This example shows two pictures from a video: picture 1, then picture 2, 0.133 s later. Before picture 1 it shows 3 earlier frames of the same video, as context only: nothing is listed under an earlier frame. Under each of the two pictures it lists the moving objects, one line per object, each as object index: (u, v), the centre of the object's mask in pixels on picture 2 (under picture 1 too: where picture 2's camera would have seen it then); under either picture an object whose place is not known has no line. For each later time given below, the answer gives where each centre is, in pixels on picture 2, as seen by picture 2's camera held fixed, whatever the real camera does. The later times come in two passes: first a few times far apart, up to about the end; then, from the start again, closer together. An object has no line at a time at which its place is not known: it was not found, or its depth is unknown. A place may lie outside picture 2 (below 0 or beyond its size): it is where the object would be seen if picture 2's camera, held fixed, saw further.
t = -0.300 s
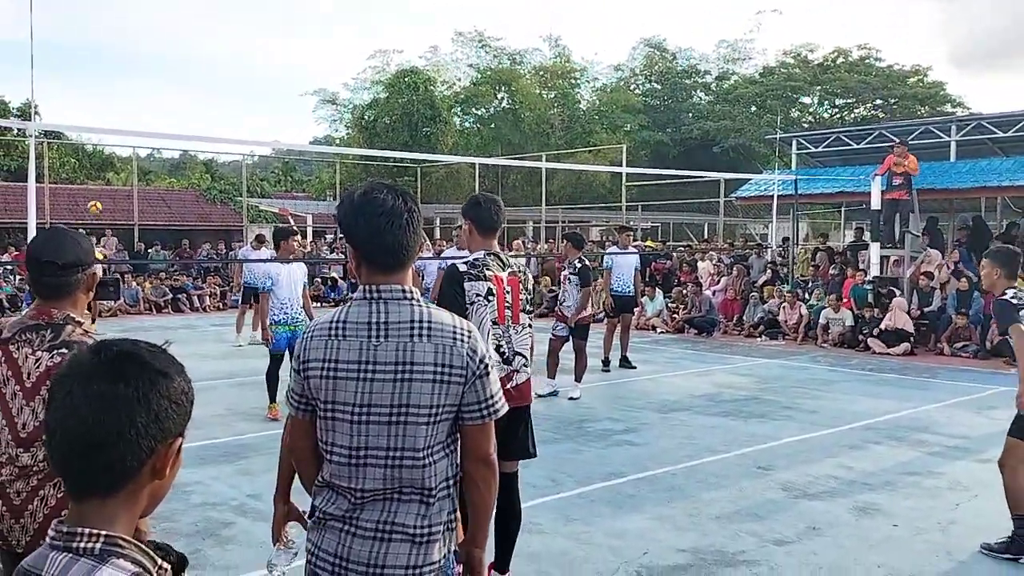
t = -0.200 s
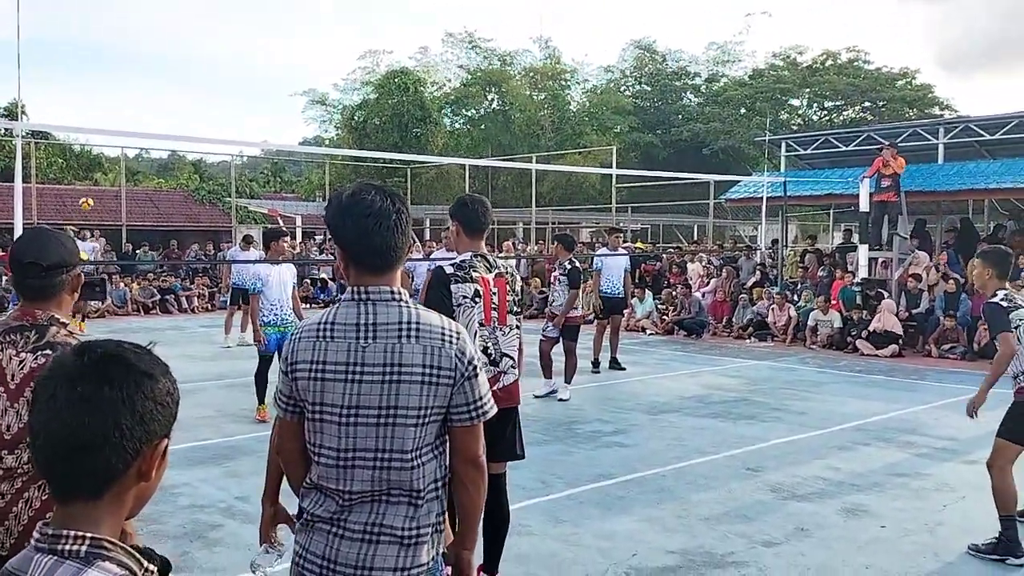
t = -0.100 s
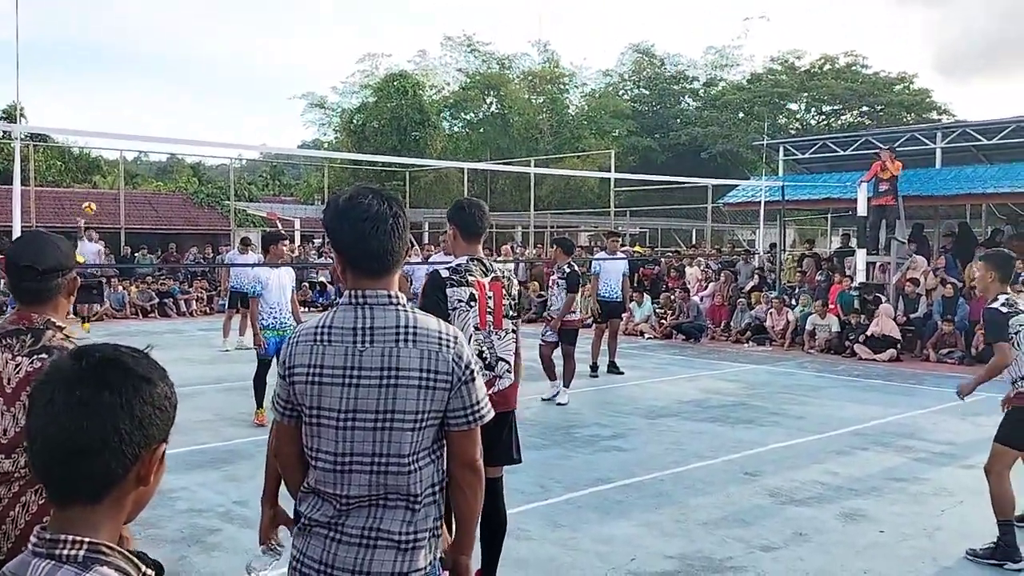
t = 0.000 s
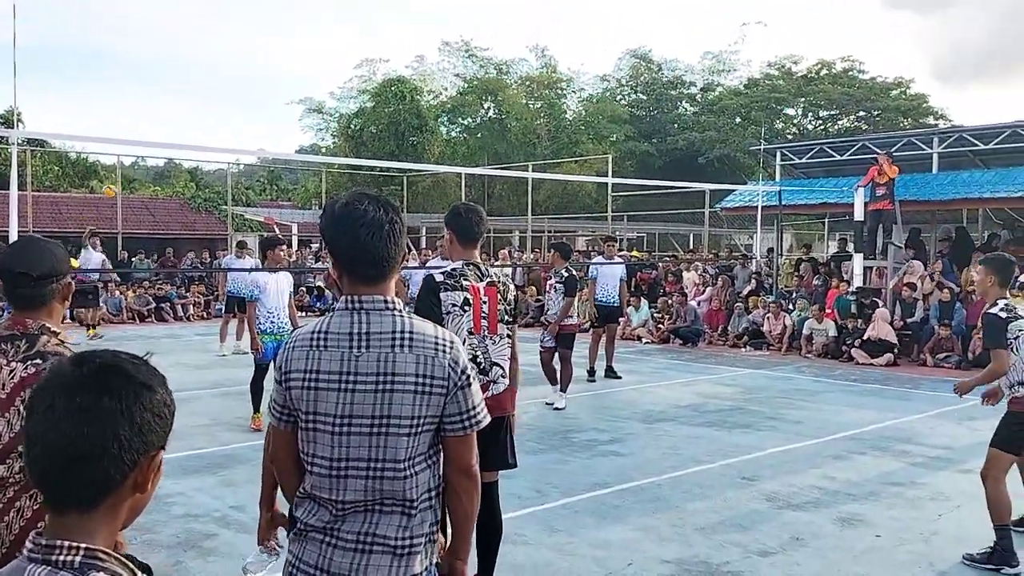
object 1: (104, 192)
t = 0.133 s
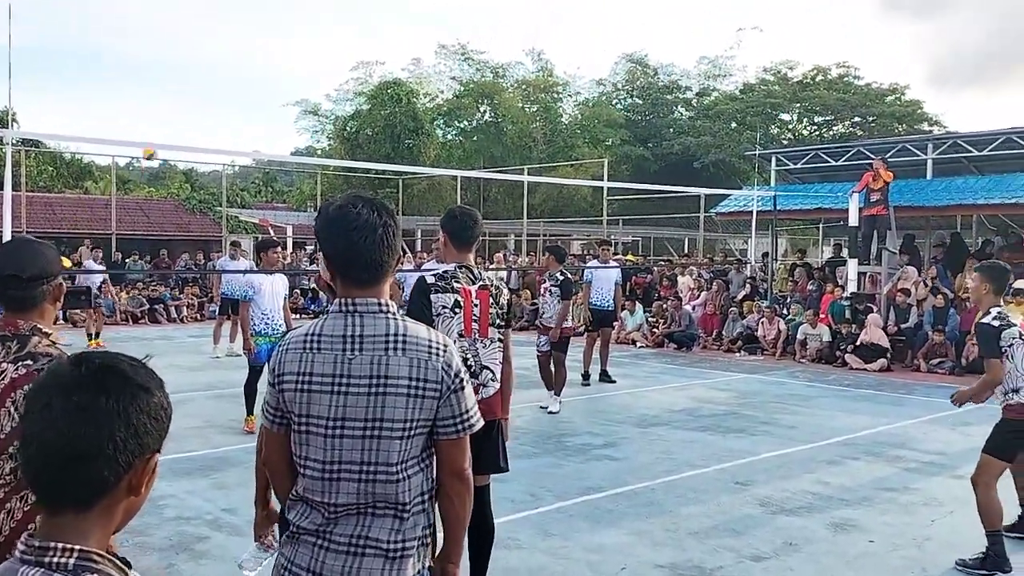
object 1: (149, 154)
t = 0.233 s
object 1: (191, 127)
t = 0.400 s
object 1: (276, 86)
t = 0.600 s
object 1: (415, 58)
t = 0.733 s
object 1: (545, 63)
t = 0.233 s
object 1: (191, 127)
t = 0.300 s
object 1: (222, 110)
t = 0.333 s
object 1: (240, 101)
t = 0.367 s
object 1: (257, 93)
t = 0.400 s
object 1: (276, 86)
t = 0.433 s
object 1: (296, 79)
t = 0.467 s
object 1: (317, 73)
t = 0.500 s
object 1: (339, 68)
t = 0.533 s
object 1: (363, 63)
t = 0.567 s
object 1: (388, 60)
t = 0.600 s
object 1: (415, 58)
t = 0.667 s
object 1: (475, 58)
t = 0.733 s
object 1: (545, 63)
